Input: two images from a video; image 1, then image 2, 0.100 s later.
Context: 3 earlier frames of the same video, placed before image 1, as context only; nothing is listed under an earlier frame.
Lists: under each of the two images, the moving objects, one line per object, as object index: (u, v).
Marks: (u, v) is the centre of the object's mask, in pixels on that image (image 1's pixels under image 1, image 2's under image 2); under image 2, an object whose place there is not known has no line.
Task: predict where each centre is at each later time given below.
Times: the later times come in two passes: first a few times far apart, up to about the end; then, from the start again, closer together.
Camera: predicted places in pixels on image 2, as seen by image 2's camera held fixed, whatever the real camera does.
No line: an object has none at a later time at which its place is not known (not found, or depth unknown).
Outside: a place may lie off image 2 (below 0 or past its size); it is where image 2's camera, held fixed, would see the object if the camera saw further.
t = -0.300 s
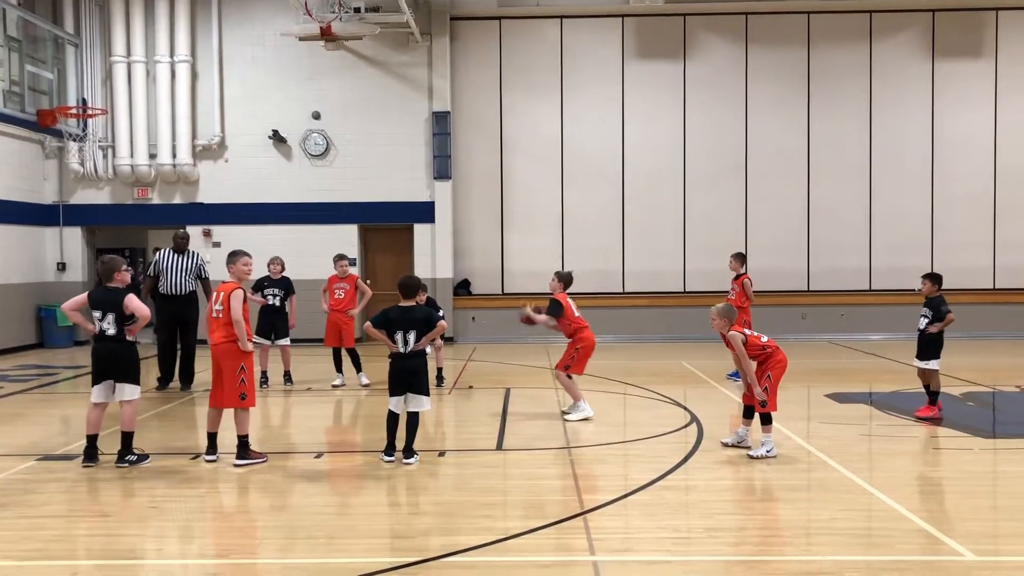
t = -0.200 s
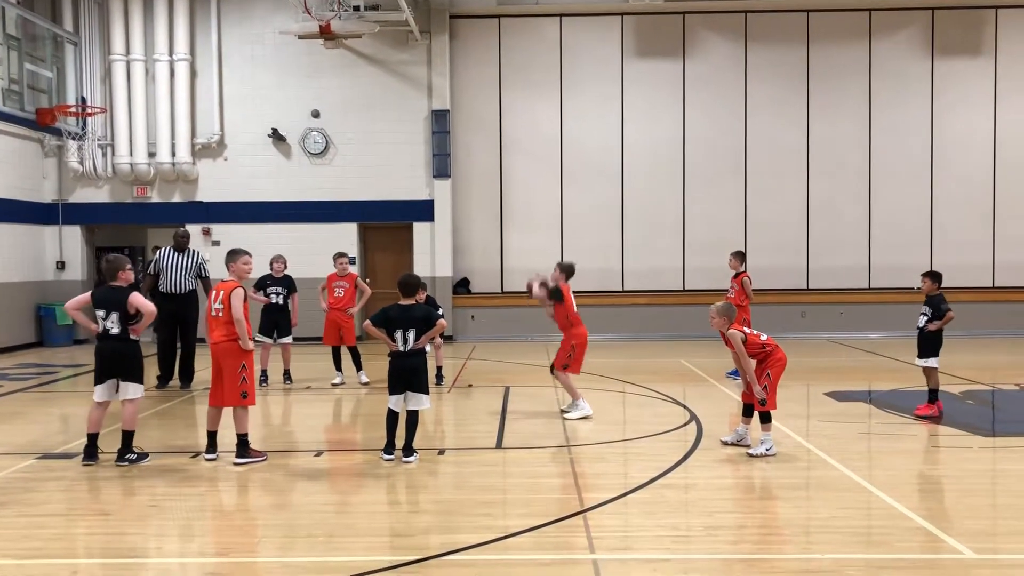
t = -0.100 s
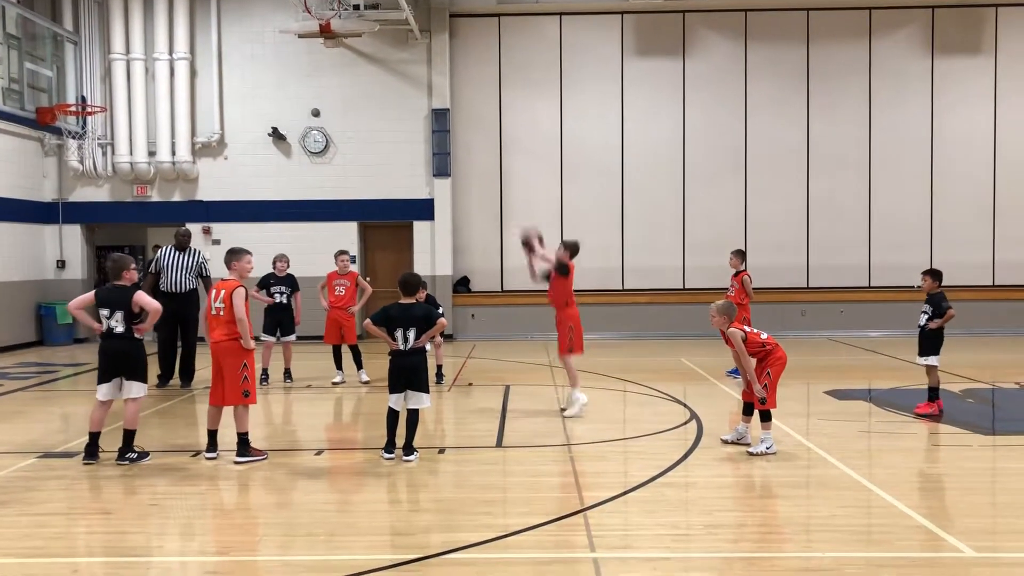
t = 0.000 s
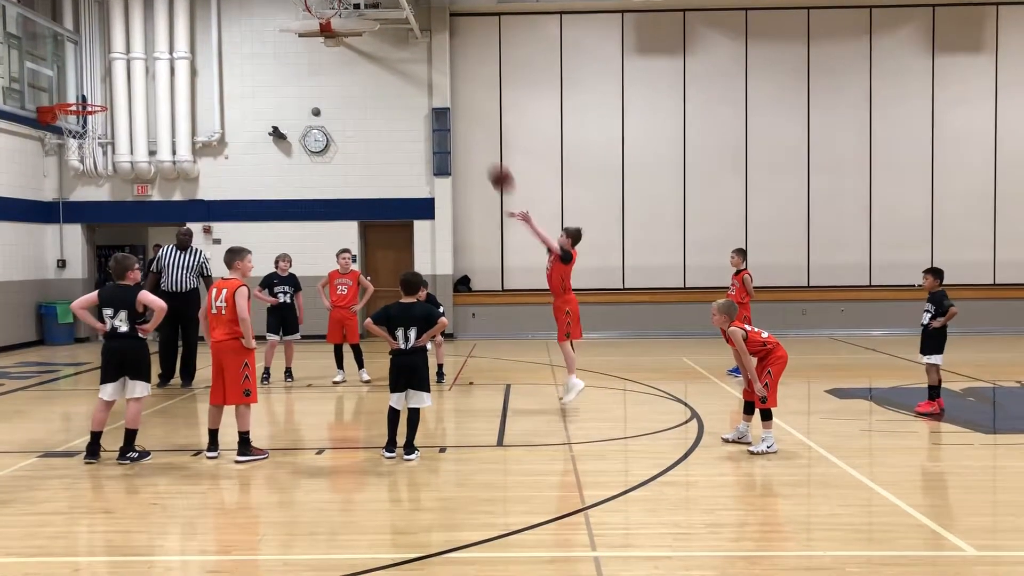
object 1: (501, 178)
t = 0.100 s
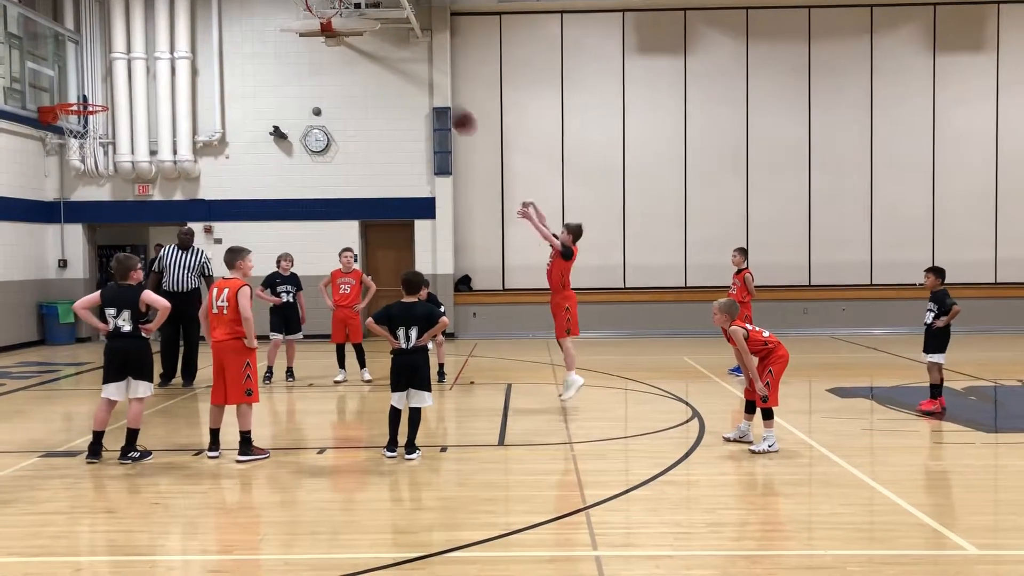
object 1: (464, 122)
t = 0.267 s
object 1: (397, 48)
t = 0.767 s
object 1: (215, -1)
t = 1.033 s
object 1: (121, 67)
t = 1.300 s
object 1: (51, 178)
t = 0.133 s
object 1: (451, 104)
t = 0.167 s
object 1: (437, 88)
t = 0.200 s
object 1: (424, 74)
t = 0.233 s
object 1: (411, 61)
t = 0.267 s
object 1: (397, 48)
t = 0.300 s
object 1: (385, 37)
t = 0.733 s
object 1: (228, -3)
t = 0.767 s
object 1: (215, -1)
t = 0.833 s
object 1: (191, 6)
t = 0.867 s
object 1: (178, 15)
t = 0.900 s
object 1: (168, 22)
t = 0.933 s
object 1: (156, 33)
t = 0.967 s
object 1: (146, 42)
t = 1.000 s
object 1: (133, 55)
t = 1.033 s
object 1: (121, 67)
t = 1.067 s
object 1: (110, 81)
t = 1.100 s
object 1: (98, 96)
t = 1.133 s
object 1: (88, 113)
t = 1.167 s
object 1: (78, 127)
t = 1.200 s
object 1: (68, 144)
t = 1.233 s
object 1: (63, 153)
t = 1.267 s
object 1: (57, 164)
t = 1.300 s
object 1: (51, 178)
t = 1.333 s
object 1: (46, 190)
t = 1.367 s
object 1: (40, 208)
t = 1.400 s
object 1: (35, 220)
